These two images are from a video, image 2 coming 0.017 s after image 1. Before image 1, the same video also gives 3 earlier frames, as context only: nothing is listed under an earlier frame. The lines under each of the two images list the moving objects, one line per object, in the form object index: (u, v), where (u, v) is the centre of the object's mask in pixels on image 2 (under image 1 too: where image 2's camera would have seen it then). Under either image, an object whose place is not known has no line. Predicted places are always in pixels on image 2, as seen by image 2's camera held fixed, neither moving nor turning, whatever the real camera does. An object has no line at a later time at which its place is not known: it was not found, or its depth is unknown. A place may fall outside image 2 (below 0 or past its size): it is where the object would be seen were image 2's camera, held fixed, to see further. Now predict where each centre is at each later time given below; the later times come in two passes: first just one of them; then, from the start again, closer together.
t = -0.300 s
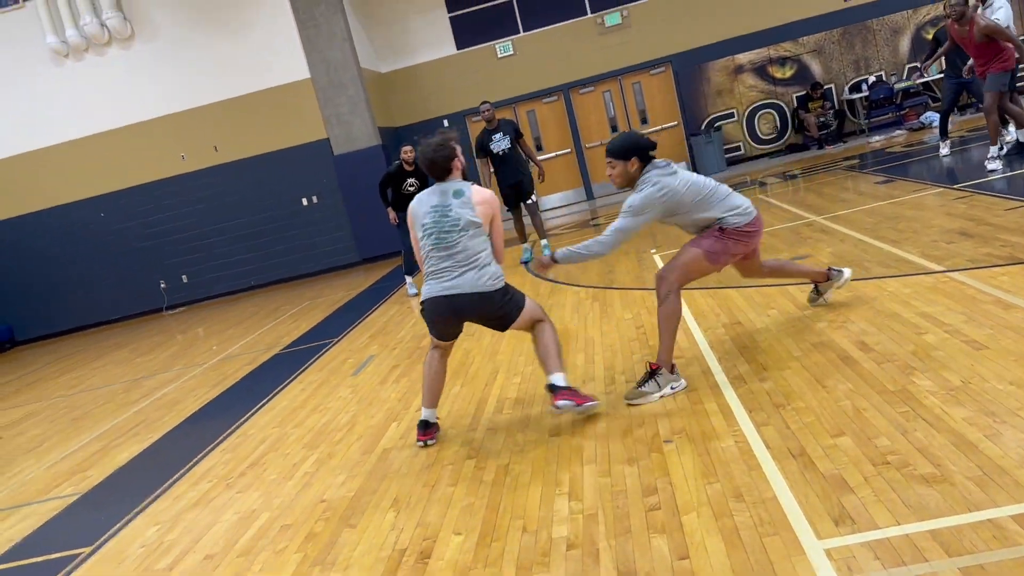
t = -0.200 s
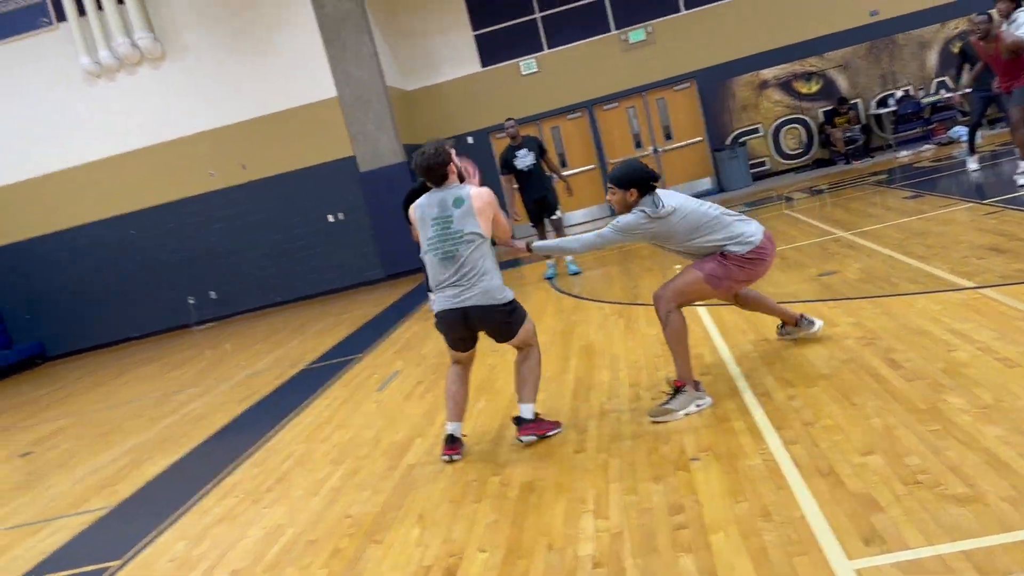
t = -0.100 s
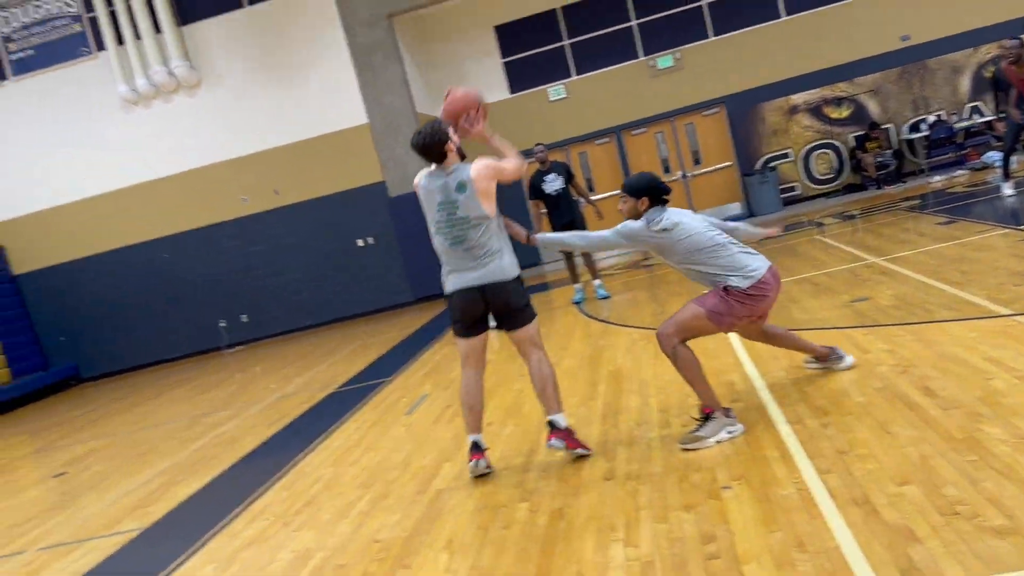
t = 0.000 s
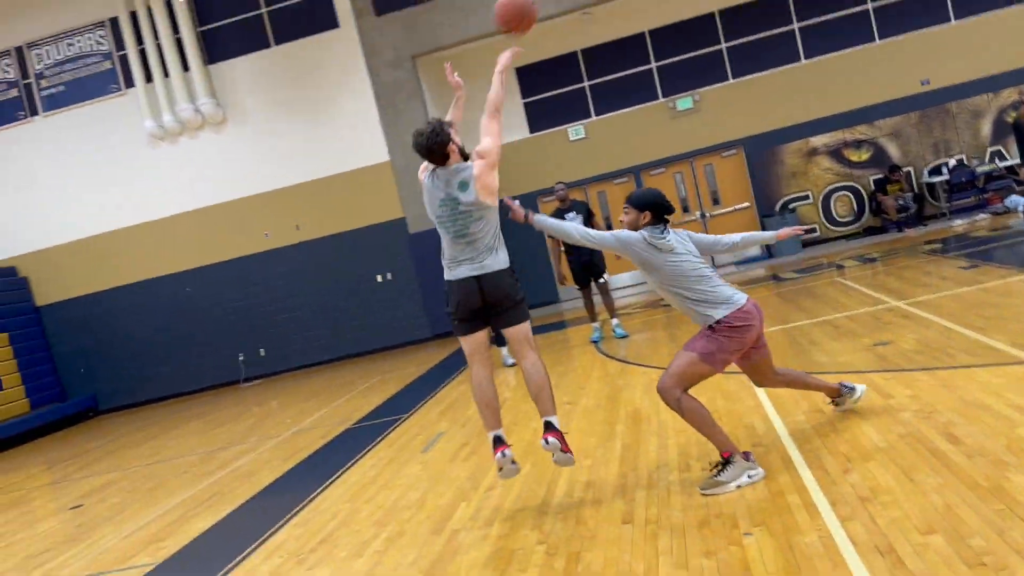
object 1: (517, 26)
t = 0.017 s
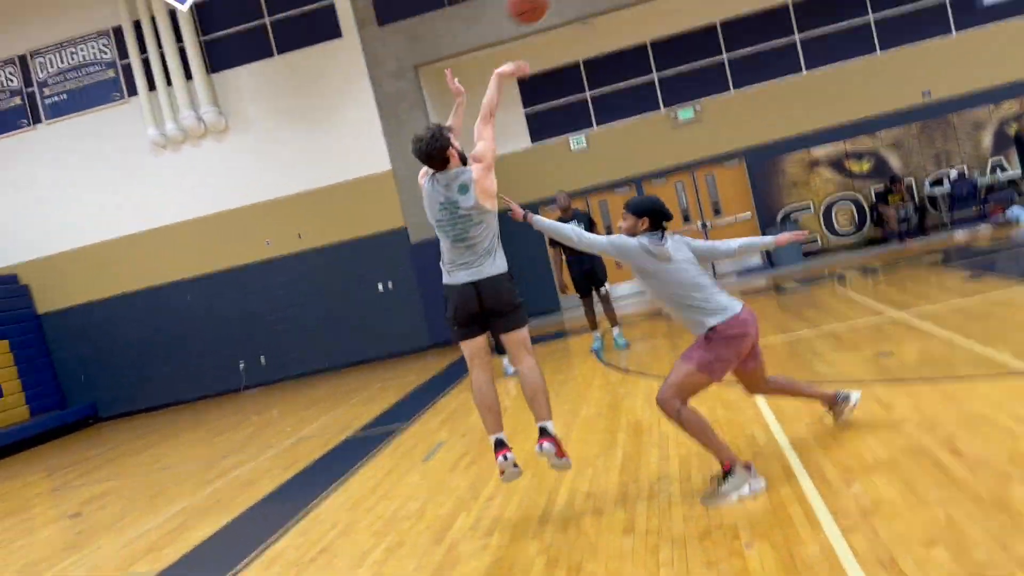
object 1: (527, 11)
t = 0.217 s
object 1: (632, -187)
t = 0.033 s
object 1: (536, -6)
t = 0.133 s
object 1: (591, -117)
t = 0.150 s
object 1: (599, -137)
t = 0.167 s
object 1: (607, -152)
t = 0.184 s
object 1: (616, -164)
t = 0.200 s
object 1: (622, -175)
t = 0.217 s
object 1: (632, -187)
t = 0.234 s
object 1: (641, -196)
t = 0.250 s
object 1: (650, -208)
